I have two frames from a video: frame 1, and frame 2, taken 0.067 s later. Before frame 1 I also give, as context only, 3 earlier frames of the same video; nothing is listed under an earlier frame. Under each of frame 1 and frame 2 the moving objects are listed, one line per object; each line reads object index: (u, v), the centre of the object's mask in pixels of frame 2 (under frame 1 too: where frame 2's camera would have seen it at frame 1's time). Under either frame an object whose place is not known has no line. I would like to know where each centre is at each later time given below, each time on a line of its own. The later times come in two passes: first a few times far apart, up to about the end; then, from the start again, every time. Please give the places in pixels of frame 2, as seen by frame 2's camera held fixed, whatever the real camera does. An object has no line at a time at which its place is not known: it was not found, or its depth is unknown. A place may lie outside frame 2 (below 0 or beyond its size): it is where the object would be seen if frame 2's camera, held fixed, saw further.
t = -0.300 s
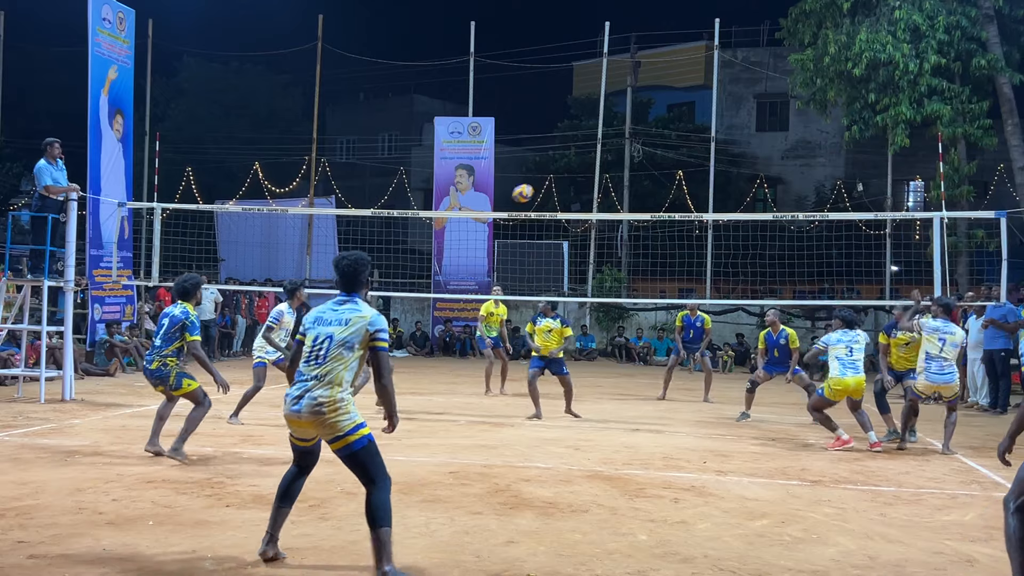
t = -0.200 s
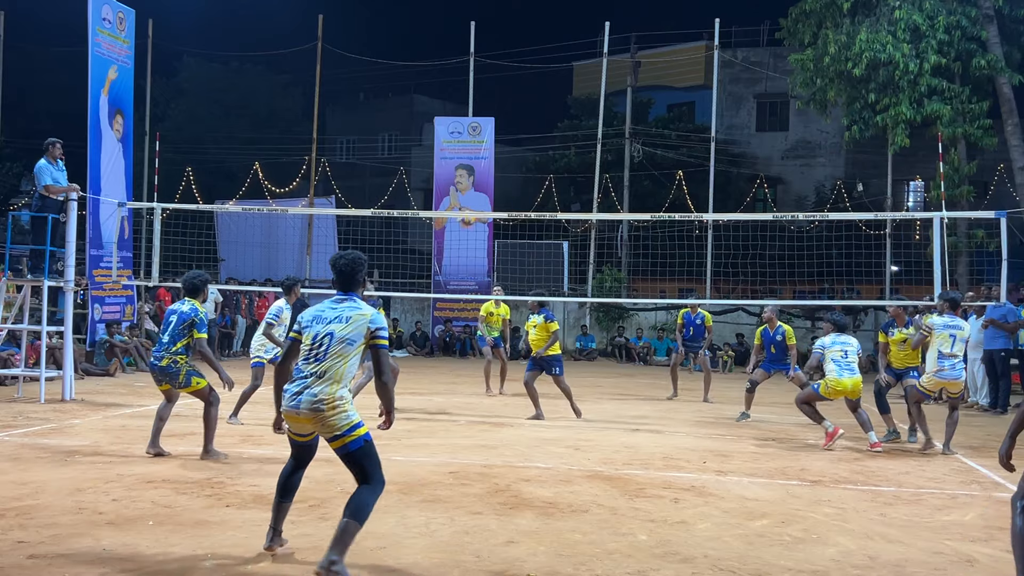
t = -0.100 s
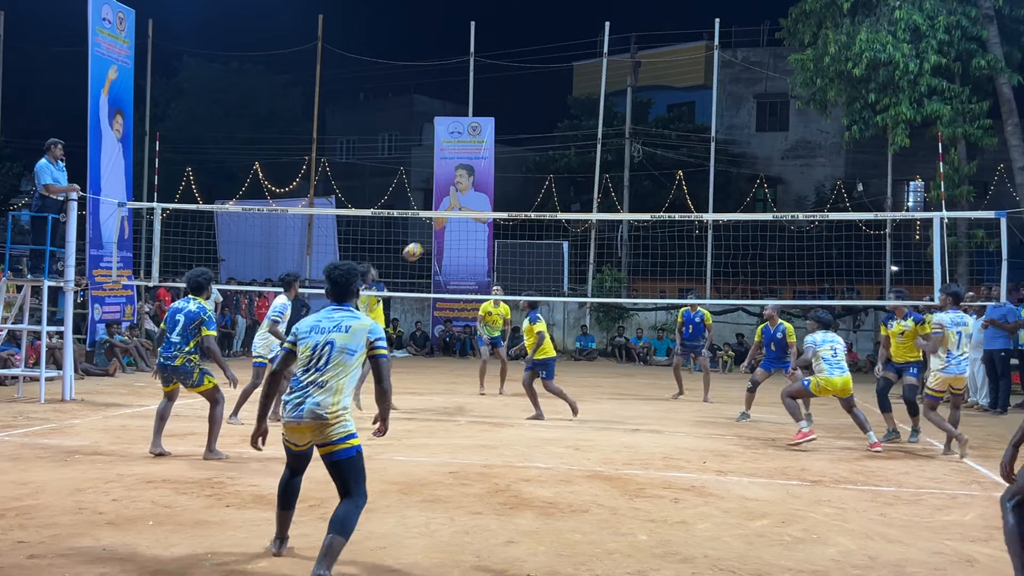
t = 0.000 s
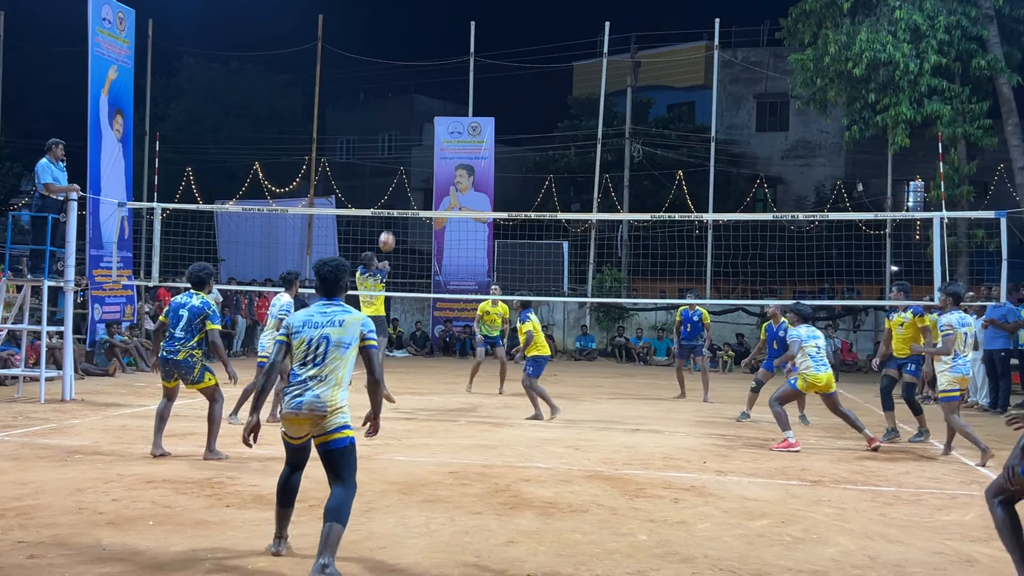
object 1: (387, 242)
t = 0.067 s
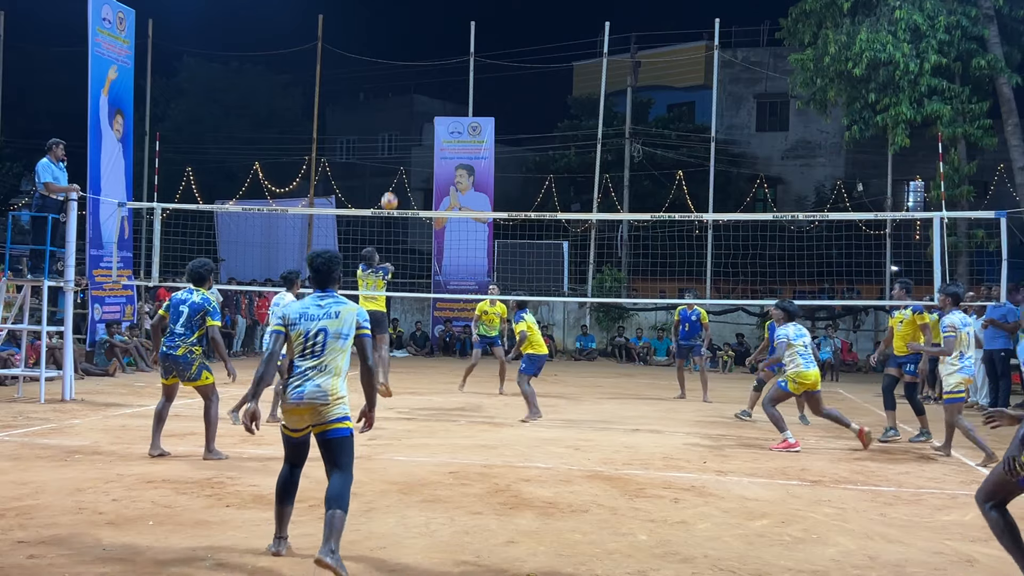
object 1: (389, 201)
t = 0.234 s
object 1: (392, 123)
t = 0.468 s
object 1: (393, 53)
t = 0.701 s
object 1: (392, 26)
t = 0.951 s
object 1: (389, 36)
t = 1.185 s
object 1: (386, 78)
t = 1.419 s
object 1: (381, 148)
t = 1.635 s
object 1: (376, 232)
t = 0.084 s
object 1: (389, 193)
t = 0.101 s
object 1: (390, 184)
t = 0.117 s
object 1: (391, 175)
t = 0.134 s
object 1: (391, 167)
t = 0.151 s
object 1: (391, 159)
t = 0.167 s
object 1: (391, 151)
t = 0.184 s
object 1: (391, 144)
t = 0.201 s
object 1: (392, 136)
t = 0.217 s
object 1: (392, 129)
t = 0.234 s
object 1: (392, 123)
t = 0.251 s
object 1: (393, 116)
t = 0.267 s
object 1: (393, 109)
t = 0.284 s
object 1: (393, 104)
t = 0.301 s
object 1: (393, 98)
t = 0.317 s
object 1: (393, 93)
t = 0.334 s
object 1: (393, 87)
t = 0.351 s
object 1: (393, 82)
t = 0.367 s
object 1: (393, 77)
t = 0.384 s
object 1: (393, 73)
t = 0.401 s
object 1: (393, 68)
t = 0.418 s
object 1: (394, 64)
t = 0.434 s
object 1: (393, 60)
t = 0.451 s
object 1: (393, 57)
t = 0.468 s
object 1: (393, 53)
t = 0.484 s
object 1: (393, 50)
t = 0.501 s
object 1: (393, 47)
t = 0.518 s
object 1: (393, 44)
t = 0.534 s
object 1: (393, 42)
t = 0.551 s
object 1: (393, 39)
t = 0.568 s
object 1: (393, 37)
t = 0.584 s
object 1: (393, 34)
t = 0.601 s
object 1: (392, 33)
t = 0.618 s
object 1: (392, 31)
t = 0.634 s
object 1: (392, 30)
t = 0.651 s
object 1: (392, 29)
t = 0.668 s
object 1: (392, 28)
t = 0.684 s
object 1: (392, 27)
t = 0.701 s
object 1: (392, 26)
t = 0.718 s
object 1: (392, 25)
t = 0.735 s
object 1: (392, 25)
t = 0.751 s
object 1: (391, 25)
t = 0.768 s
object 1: (391, 25)
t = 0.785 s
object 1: (391, 25)
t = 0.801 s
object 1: (391, 26)
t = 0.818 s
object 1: (390, 26)
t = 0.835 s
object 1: (390, 27)
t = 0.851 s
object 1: (390, 28)
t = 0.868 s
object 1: (390, 28)
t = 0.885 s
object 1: (390, 30)
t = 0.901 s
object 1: (390, 31)
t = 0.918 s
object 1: (389, 33)
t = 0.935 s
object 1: (389, 34)
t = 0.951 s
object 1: (389, 36)
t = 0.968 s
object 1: (389, 38)
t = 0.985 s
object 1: (389, 41)
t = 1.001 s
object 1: (388, 43)
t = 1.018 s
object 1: (388, 45)
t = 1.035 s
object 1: (388, 48)
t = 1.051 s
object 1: (388, 51)
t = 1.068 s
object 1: (387, 54)
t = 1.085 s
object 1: (387, 57)
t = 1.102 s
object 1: (387, 60)
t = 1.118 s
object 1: (386, 64)
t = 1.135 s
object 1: (386, 67)
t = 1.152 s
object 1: (386, 71)
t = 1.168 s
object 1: (386, 74)
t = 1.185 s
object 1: (386, 78)
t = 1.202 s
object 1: (385, 82)
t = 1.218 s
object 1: (385, 87)
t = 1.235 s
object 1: (384, 91)
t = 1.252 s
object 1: (384, 96)
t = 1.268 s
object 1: (384, 100)
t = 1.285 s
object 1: (384, 105)
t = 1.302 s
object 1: (383, 110)
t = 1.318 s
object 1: (383, 115)
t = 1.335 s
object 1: (383, 120)
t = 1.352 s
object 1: (382, 125)
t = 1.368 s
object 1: (382, 130)
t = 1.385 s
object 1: (382, 136)
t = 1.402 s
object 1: (381, 142)
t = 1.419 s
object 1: (381, 148)
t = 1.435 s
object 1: (381, 153)
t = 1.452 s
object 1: (380, 160)
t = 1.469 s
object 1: (380, 165)
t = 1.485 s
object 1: (380, 171)
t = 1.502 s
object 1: (380, 178)
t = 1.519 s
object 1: (379, 184)
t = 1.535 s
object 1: (378, 191)
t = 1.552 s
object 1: (378, 197)
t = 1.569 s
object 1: (377, 204)
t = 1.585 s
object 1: (377, 211)
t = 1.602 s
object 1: (377, 220)
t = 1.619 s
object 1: (377, 226)
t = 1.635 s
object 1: (376, 232)
